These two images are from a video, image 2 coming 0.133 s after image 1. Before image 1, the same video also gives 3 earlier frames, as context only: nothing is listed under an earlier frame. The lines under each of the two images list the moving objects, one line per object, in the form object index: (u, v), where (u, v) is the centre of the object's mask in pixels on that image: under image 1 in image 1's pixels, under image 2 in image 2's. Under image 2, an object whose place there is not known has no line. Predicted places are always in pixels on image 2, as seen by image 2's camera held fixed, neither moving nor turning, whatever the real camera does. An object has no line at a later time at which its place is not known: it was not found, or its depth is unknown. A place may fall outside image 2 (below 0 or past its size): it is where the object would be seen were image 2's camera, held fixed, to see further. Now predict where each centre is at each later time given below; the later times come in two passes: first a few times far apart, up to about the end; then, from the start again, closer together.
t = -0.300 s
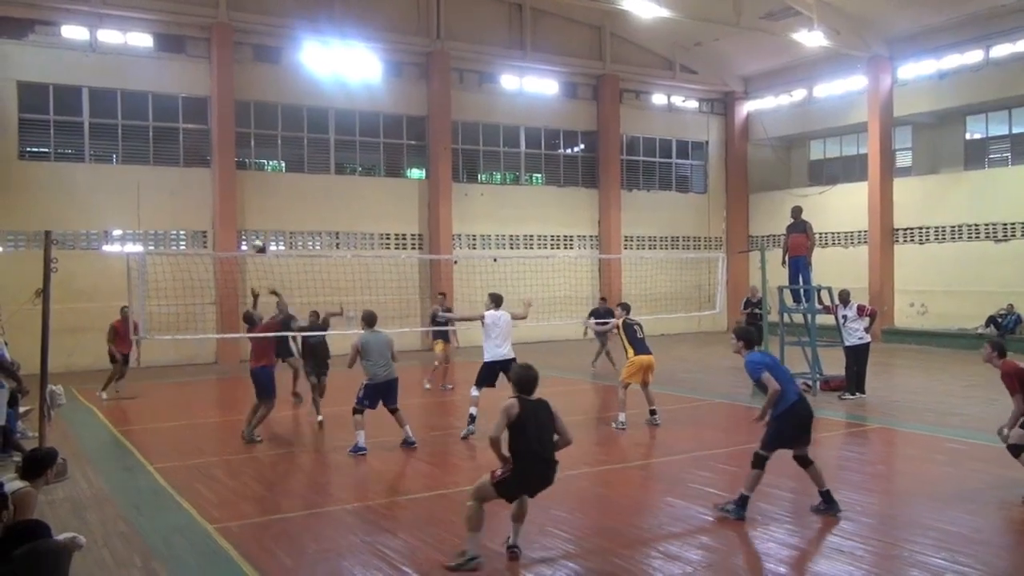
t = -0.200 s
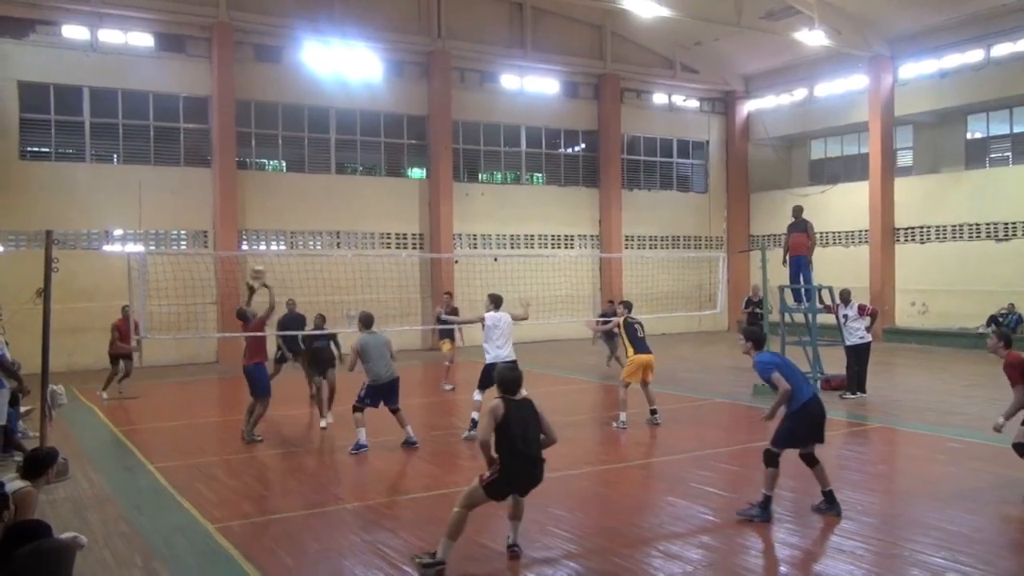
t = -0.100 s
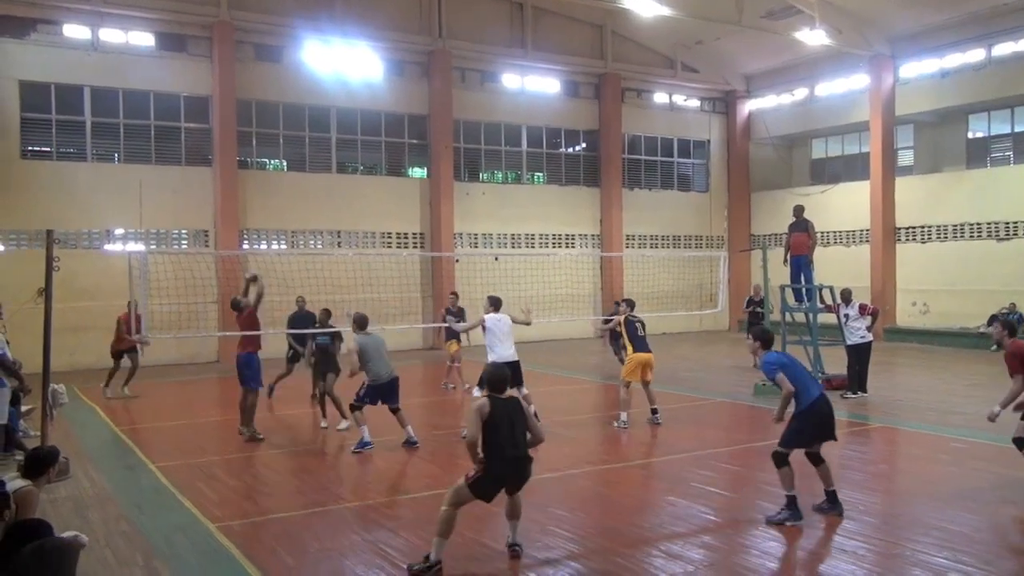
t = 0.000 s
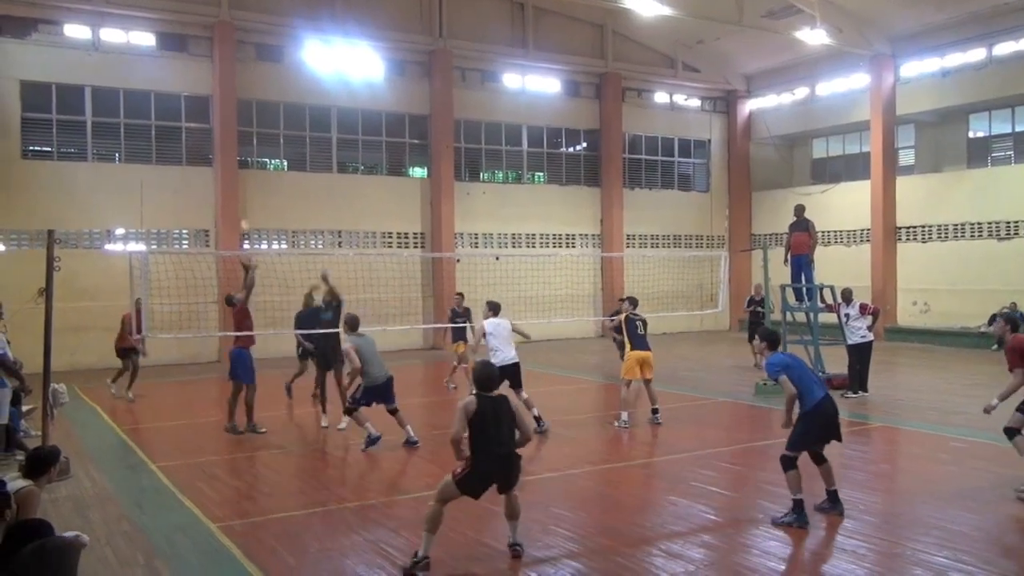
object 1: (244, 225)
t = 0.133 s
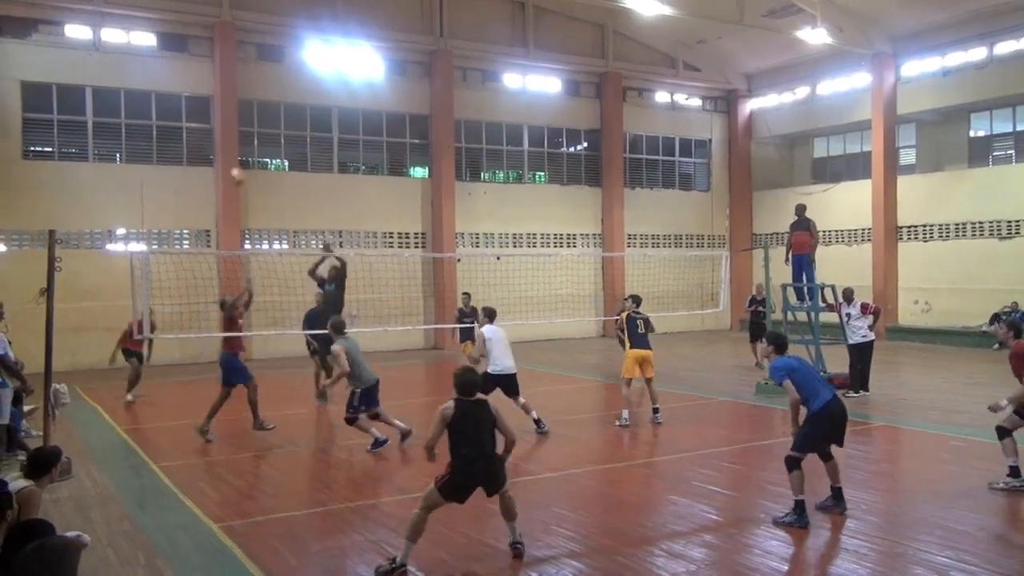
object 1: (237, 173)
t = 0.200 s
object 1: (233, 153)
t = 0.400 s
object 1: (220, 110)
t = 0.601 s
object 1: (208, 96)
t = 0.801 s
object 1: (197, 110)
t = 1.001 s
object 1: (187, 151)
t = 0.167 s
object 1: (235, 163)
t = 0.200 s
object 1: (233, 153)
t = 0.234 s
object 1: (231, 143)
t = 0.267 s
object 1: (228, 135)
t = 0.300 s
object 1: (226, 128)
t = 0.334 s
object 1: (224, 121)
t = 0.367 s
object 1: (222, 115)
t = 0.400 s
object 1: (220, 110)
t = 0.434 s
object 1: (217, 106)
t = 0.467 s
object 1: (215, 103)
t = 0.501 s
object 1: (214, 100)
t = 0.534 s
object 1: (211, 97)
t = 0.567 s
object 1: (210, 97)
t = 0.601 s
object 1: (208, 96)
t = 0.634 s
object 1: (206, 96)
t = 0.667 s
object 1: (204, 97)
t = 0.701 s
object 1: (203, 99)
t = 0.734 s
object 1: (201, 102)
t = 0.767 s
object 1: (199, 106)
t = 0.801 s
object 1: (197, 110)
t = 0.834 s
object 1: (196, 114)
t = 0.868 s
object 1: (193, 120)
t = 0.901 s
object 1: (192, 127)
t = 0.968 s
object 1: (189, 142)
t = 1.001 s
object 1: (187, 151)
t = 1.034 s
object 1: (185, 160)
